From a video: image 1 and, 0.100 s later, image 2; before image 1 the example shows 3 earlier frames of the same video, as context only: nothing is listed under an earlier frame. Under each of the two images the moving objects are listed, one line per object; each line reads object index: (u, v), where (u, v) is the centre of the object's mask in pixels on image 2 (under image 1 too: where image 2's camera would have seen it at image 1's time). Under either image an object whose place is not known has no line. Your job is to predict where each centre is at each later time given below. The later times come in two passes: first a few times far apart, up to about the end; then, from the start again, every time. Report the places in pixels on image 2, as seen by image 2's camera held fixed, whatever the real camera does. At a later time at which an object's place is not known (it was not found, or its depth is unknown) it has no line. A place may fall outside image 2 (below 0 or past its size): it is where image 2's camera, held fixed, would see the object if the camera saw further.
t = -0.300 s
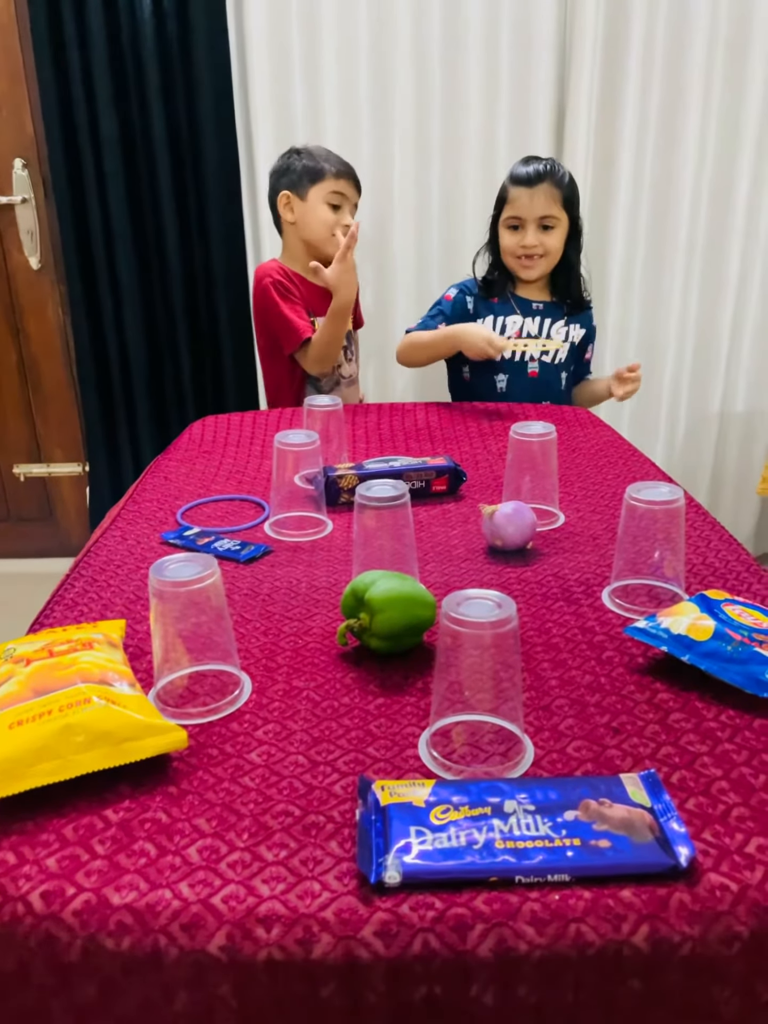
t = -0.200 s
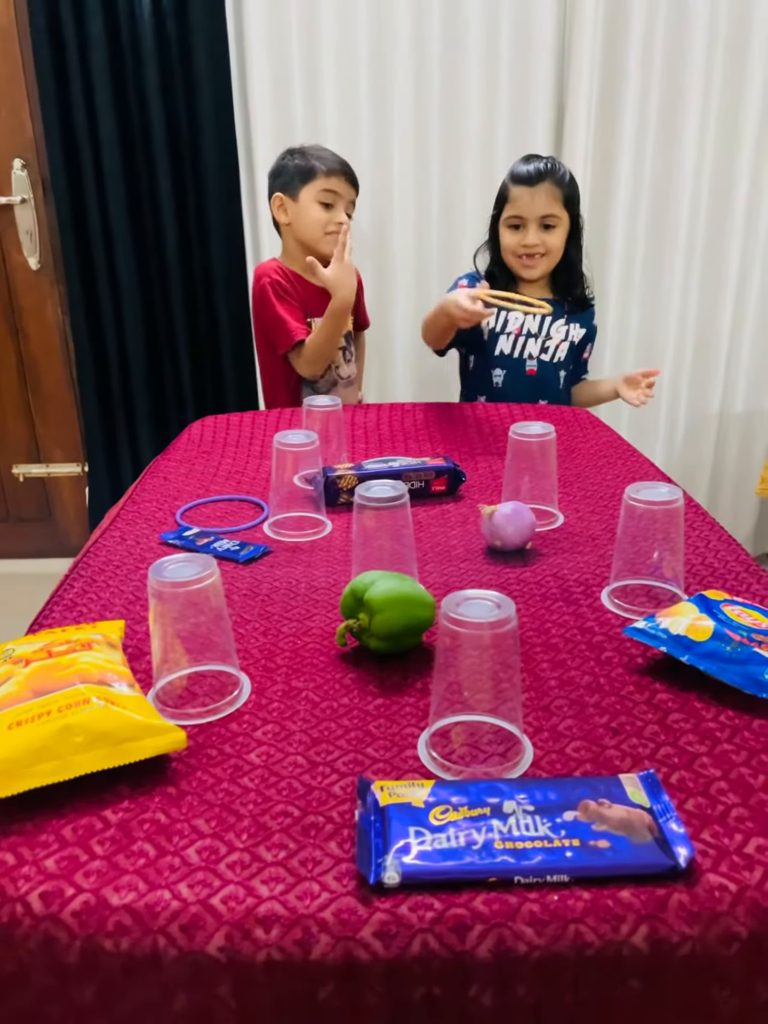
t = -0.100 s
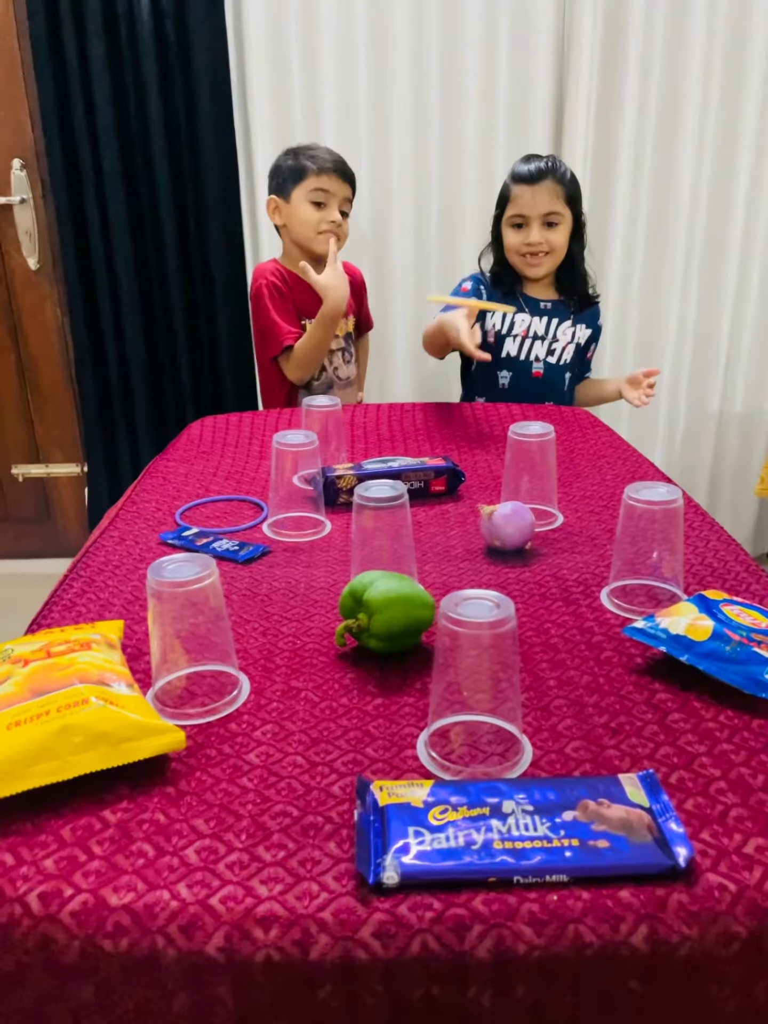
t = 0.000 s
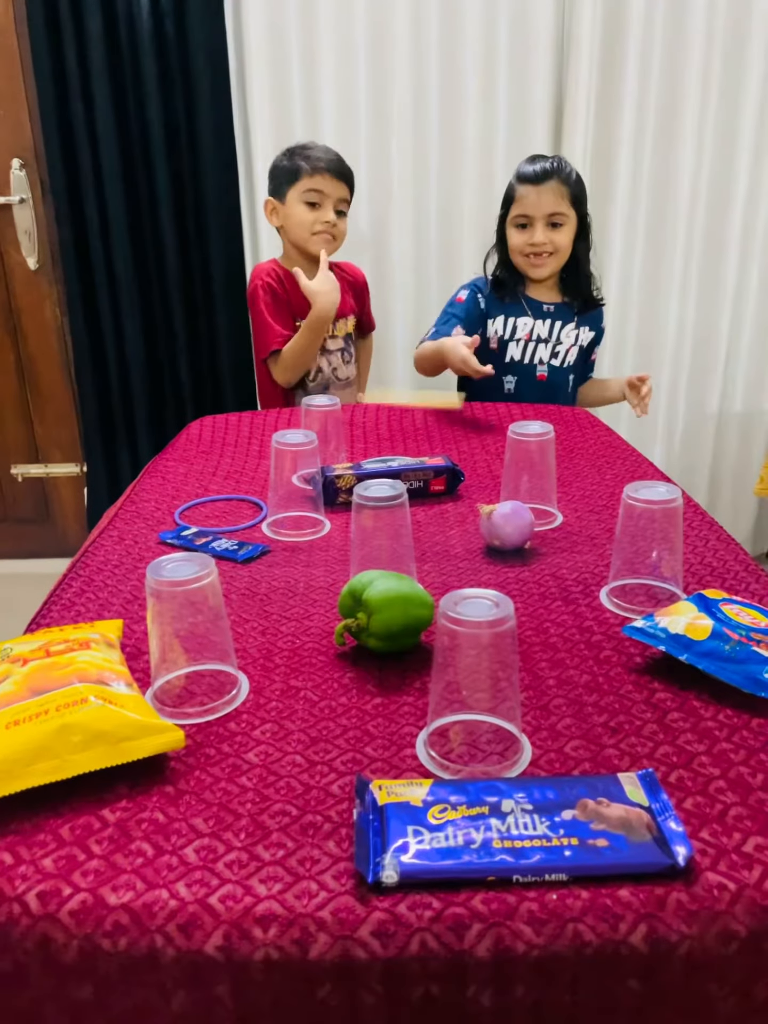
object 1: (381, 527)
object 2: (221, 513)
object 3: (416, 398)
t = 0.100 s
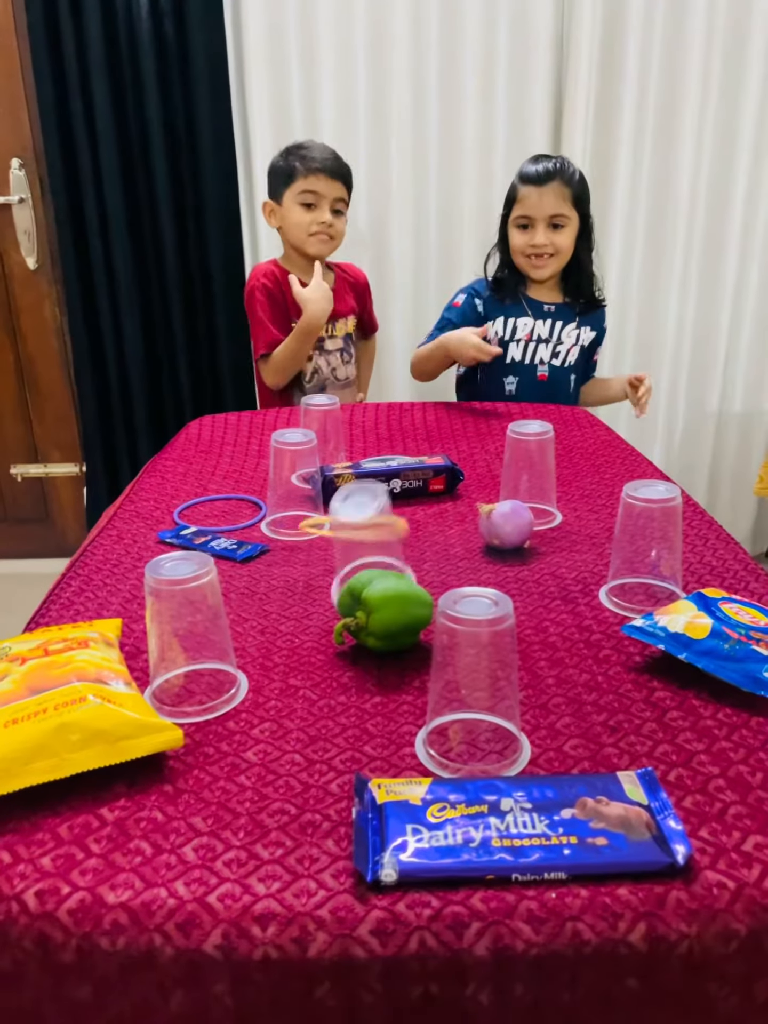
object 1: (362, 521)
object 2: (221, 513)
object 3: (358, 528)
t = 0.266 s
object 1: (293, 573)
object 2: (224, 501)
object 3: (239, 504)
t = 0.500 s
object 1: (226, 614)
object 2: (234, 500)
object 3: (178, 525)
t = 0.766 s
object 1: (254, 628)
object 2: (225, 500)
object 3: (142, 540)
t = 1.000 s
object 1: (255, 625)
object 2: (220, 513)
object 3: (137, 545)
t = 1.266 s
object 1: (256, 624)
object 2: (220, 513)
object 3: (137, 546)
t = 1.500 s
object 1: (256, 624)
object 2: (220, 513)
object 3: (137, 546)
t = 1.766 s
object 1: (256, 624)
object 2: (220, 513)
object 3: (137, 546)
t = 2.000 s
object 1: (256, 624)
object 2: (220, 513)
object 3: (137, 546)
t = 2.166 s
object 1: (256, 624)
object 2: (220, 513)
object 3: (137, 546)
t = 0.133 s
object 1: (344, 548)
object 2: (221, 513)
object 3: (344, 516)
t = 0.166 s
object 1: (332, 555)
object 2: (221, 513)
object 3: (321, 498)
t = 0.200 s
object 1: (320, 564)
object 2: (214, 501)
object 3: (272, 508)
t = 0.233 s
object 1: (308, 567)
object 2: (224, 524)
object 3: (242, 548)
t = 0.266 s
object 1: (293, 573)
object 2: (224, 501)
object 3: (239, 504)
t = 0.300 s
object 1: (282, 589)
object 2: (220, 500)
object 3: (244, 513)
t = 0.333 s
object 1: (271, 599)
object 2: (198, 505)
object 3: (237, 514)
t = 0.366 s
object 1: (261, 600)
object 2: (245, 522)
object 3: (212, 494)
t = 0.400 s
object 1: (254, 609)
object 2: (226, 500)
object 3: (187, 486)
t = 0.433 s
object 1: (250, 611)
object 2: (218, 501)
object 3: (210, 477)
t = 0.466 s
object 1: (231, 612)
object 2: (222, 501)
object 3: (190, 490)
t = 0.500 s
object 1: (226, 614)
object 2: (234, 500)
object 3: (178, 525)
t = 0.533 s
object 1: (249, 627)
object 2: (229, 500)
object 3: (170, 531)
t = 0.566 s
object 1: (245, 627)
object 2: (220, 500)
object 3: (162, 523)
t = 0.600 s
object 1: (244, 627)
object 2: (223, 500)
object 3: (136, 494)
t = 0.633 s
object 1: (250, 627)
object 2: (223, 501)
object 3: (149, 519)
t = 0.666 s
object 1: (253, 628)
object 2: (221, 501)
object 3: (140, 485)
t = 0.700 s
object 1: (253, 628)
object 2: (231, 500)
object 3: (142, 494)
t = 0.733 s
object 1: (254, 628)
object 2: (227, 500)
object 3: (142, 533)
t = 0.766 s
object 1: (254, 628)
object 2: (225, 500)
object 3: (142, 540)
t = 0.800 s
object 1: (254, 628)
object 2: (230, 500)
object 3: (140, 536)
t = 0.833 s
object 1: (255, 628)
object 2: (228, 500)
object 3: (133, 513)
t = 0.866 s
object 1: (255, 627)
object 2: (222, 501)
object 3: (133, 522)
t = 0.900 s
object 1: (255, 627)
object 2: (220, 513)
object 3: (138, 545)
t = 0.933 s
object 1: (254, 626)
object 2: (220, 513)
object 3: (129, 527)
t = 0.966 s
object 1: (254, 625)
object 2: (220, 513)
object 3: (131, 531)
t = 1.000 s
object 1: (255, 625)
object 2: (220, 513)
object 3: (137, 545)
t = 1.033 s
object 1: (255, 624)
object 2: (220, 513)
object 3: (137, 546)
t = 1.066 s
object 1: (256, 624)
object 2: (220, 513)
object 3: (137, 546)
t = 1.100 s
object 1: (256, 623)
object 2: (220, 513)
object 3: (137, 546)
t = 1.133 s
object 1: (256, 623)
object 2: (220, 513)
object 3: (137, 546)
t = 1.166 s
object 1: (255, 623)
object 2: (220, 513)
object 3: (137, 546)
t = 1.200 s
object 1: (256, 623)
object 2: (220, 513)
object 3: (137, 546)
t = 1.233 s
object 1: (256, 624)
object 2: (220, 513)
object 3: (137, 546)
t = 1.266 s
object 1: (256, 624)
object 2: (220, 513)
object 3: (137, 546)
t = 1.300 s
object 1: (256, 624)
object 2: (220, 513)
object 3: (137, 546)
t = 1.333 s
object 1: (256, 624)
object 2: (220, 513)
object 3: (137, 546)
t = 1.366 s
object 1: (256, 624)
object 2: (220, 513)
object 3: (137, 546)
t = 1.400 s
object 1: (256, 624)
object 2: (220, 513)
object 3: (137, 546)
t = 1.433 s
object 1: (256, 624)
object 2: (220, 513)
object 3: (137, 546)
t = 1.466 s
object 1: (256, 624)
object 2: (220, 513)
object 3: (137, 546)
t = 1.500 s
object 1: (256, 624)
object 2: (220, 513)
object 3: (137, 546)
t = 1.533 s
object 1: (256, 624)
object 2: (220, 513)
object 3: (137, 546)
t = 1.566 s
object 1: (256, 624)
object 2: (220, 513)
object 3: (137, 546)
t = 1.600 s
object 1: (256, 624)
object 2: (220, 513)
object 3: (137, 546)
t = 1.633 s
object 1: (256, 624)
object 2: (220, 513)
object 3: (137, 546)
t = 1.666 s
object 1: (256, 624)
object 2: (220, 513)
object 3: (137, 546)
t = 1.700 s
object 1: (256, 624)
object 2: (220, 513)
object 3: (137, 546)
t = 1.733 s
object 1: (256, 624)
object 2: (220, 513)
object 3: (137, 546)
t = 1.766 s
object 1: (256, 624)
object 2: (220, 513)
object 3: (137, 546)
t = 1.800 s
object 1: (256, 624)
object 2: (220, 513)
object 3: (137, 546)
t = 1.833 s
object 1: (256, 624)
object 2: (220, 513)
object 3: (137, 546)
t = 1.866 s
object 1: (256, 624)
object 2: (220, 513)
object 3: (137, 546)
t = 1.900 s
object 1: (256, 624)
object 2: (220, 513)
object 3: (137, 546)
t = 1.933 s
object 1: (256, 624)
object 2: (220, 513)
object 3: (137, 546)
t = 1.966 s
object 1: (256, 624)
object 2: (220, 513)
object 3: (137, 546)
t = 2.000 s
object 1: (256, 624)
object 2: (220, 513)
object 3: (137, 546)
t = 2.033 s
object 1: (256, 624)
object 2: (220, 513)
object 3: (137, 546)
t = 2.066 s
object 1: (256, 624)
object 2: (220, 513)
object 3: (137, 546)
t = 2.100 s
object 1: (256, 624)
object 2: (220, 513)
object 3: (137, 546)
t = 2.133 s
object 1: (256, 624)
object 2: (220, 513)
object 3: (137, 546)
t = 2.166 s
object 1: (256, 624)
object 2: (220, 513)
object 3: (137, 546)
